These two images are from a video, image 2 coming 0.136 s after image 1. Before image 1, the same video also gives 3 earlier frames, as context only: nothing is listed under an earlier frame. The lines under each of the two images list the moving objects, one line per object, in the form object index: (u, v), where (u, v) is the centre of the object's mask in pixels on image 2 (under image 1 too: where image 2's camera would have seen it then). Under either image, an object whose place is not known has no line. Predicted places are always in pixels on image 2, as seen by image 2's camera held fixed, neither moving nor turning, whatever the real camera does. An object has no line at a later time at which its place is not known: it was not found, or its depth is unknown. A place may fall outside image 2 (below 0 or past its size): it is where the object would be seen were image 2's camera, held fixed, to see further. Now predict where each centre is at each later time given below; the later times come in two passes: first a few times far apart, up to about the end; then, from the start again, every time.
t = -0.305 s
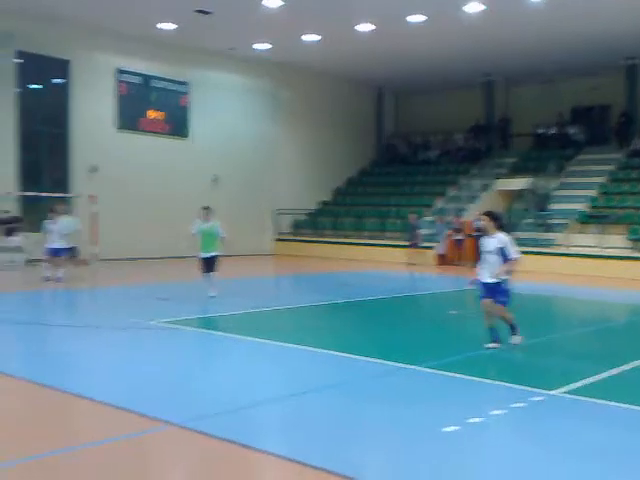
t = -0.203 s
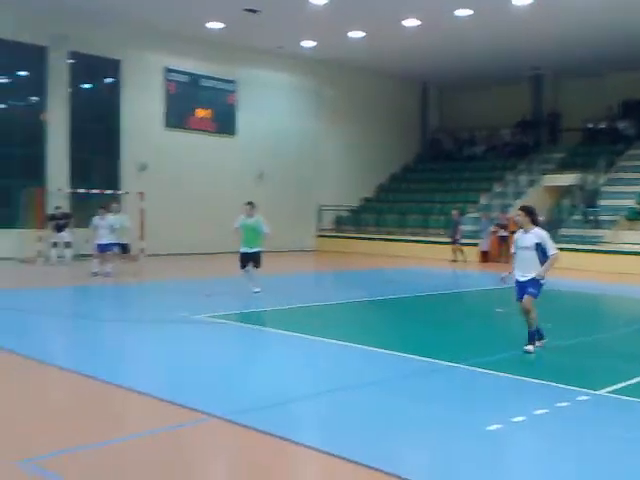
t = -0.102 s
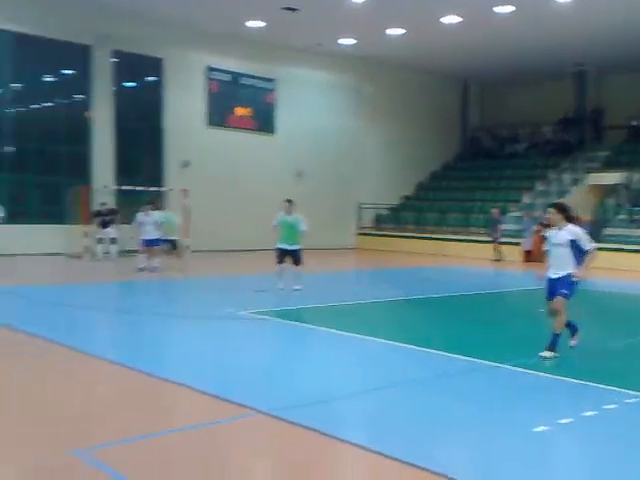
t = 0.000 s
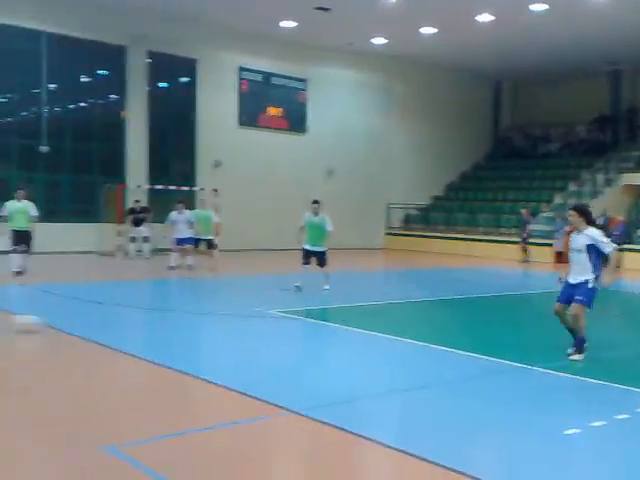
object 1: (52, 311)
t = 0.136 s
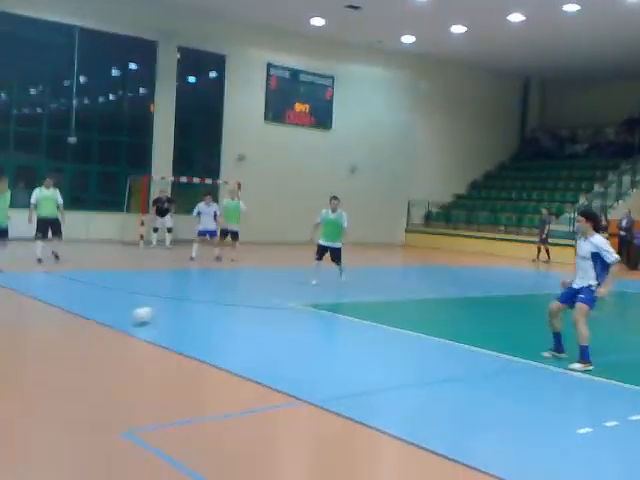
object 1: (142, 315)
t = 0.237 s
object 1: (210, 322)
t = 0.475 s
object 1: (357, 334)
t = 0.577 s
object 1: (420, 338)
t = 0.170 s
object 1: (169, 318)
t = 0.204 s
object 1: (191, 319)
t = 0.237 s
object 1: (210, 322)
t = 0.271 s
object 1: (231, 324)
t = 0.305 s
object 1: (255, 326)
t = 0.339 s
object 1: (274, 328)
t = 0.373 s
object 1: (293, 329)
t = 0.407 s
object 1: (314, 332)
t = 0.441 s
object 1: (336, 333)
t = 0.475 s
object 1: (357, 334)
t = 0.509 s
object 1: (378, 335)
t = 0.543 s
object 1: (399, 337)
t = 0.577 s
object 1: (420, 338)
